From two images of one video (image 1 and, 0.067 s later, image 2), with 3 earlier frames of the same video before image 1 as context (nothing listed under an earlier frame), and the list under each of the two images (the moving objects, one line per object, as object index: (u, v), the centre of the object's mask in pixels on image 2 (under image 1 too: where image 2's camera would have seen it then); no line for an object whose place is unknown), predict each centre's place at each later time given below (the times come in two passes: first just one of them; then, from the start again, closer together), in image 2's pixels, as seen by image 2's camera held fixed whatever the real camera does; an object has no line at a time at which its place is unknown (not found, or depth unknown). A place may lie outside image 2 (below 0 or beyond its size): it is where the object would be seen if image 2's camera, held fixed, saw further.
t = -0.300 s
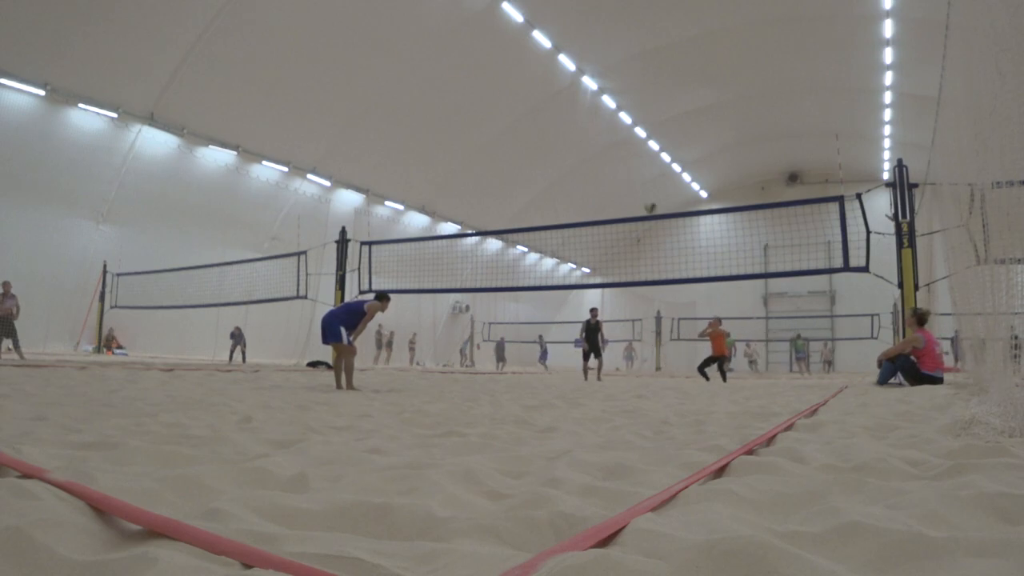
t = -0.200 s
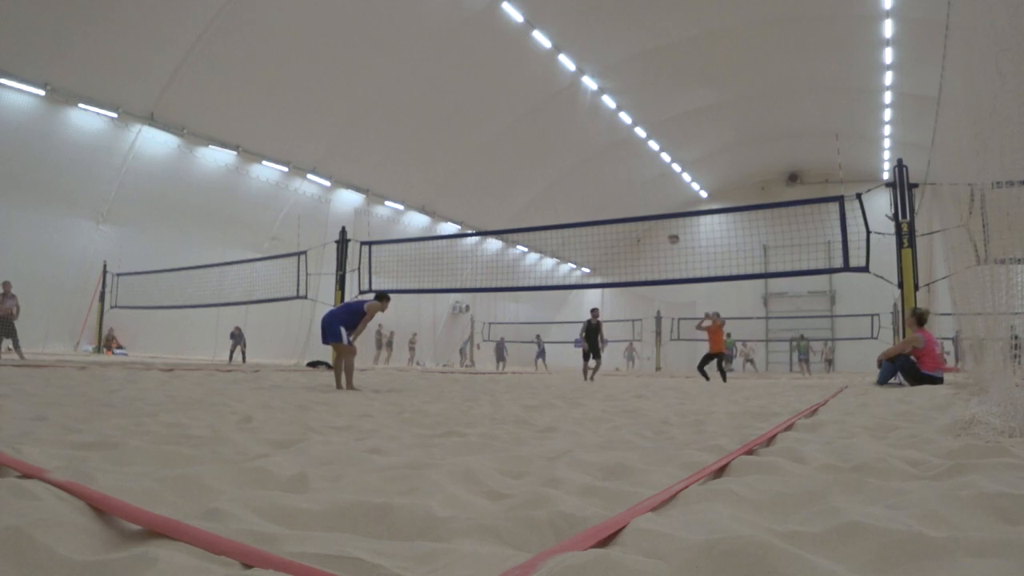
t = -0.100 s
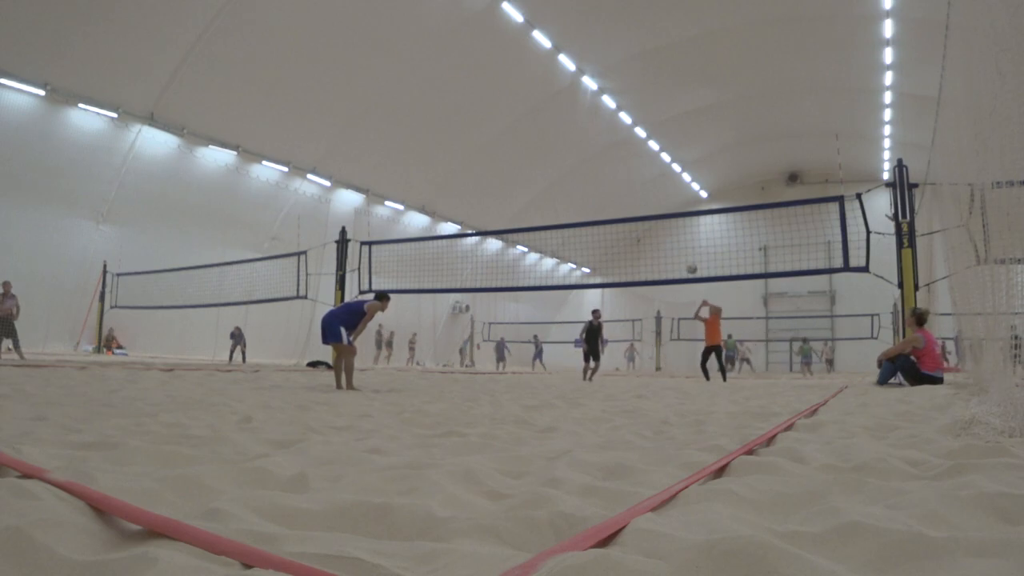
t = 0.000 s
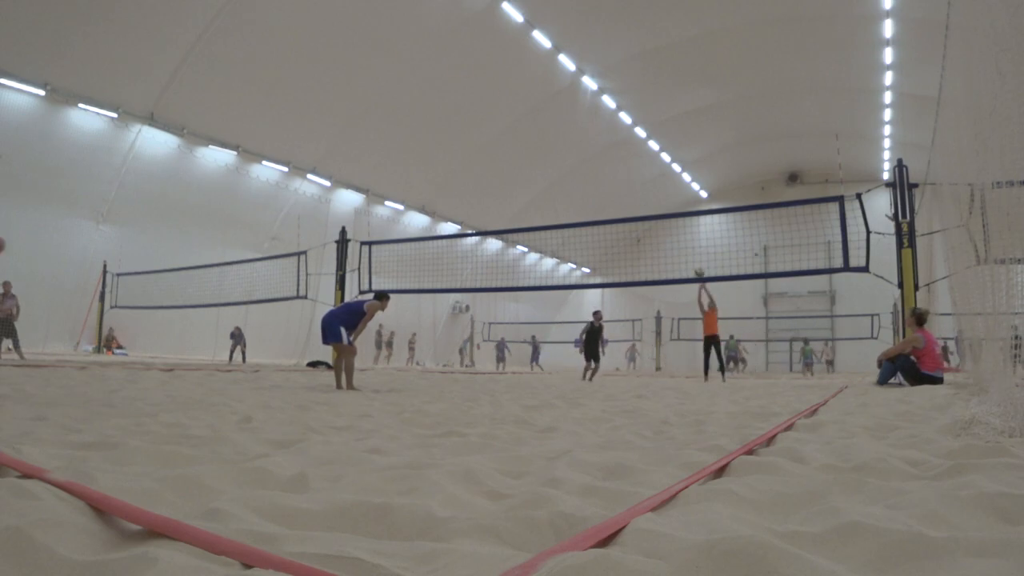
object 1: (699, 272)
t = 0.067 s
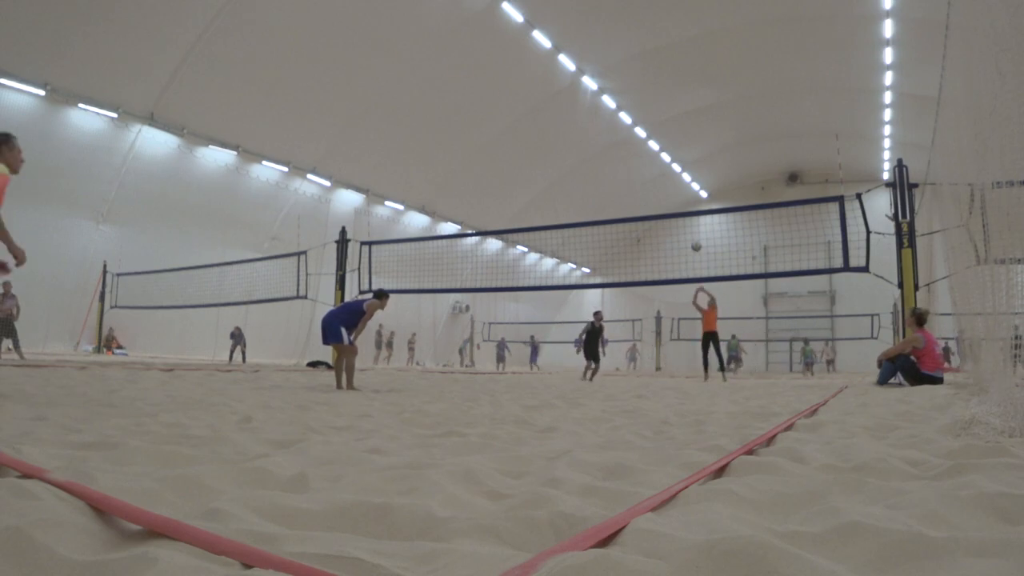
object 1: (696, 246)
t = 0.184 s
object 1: (691, 208)
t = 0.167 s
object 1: (694, 211)
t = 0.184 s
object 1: (691, 208)
